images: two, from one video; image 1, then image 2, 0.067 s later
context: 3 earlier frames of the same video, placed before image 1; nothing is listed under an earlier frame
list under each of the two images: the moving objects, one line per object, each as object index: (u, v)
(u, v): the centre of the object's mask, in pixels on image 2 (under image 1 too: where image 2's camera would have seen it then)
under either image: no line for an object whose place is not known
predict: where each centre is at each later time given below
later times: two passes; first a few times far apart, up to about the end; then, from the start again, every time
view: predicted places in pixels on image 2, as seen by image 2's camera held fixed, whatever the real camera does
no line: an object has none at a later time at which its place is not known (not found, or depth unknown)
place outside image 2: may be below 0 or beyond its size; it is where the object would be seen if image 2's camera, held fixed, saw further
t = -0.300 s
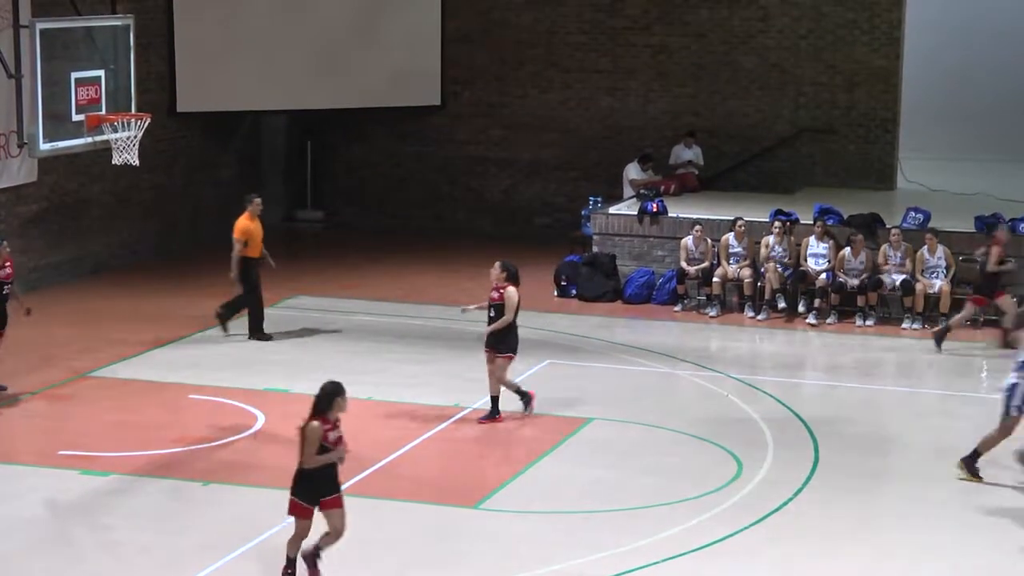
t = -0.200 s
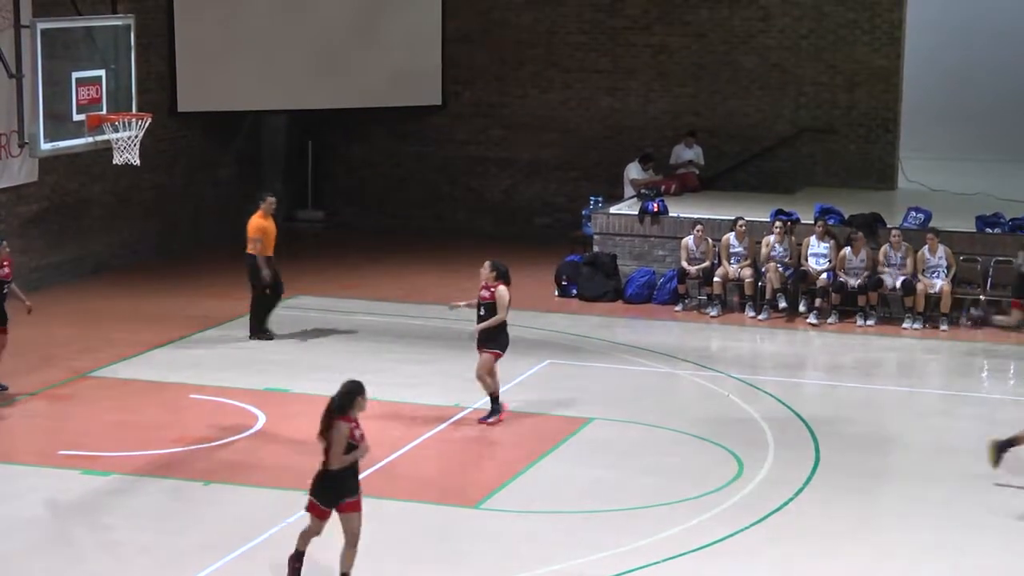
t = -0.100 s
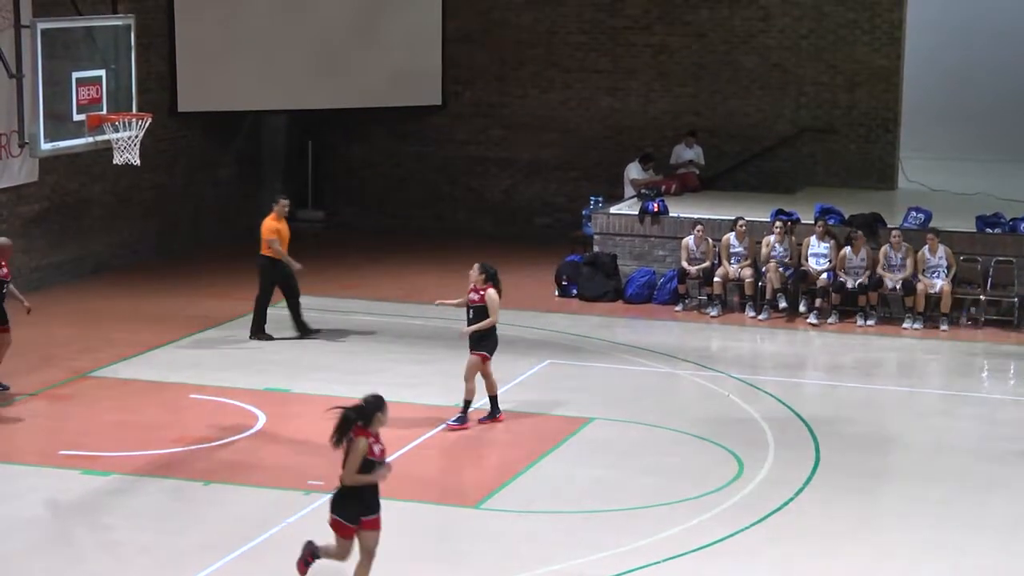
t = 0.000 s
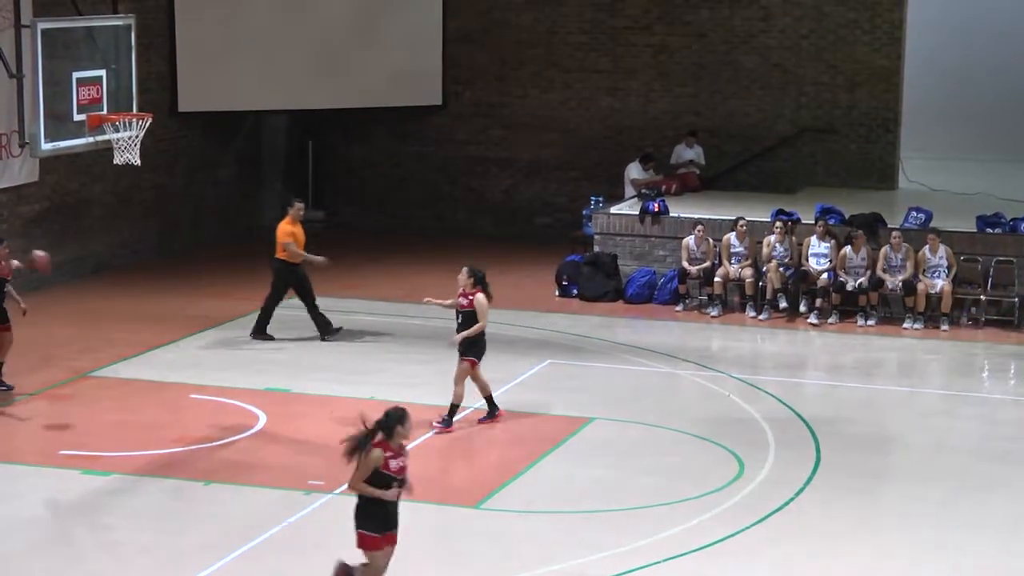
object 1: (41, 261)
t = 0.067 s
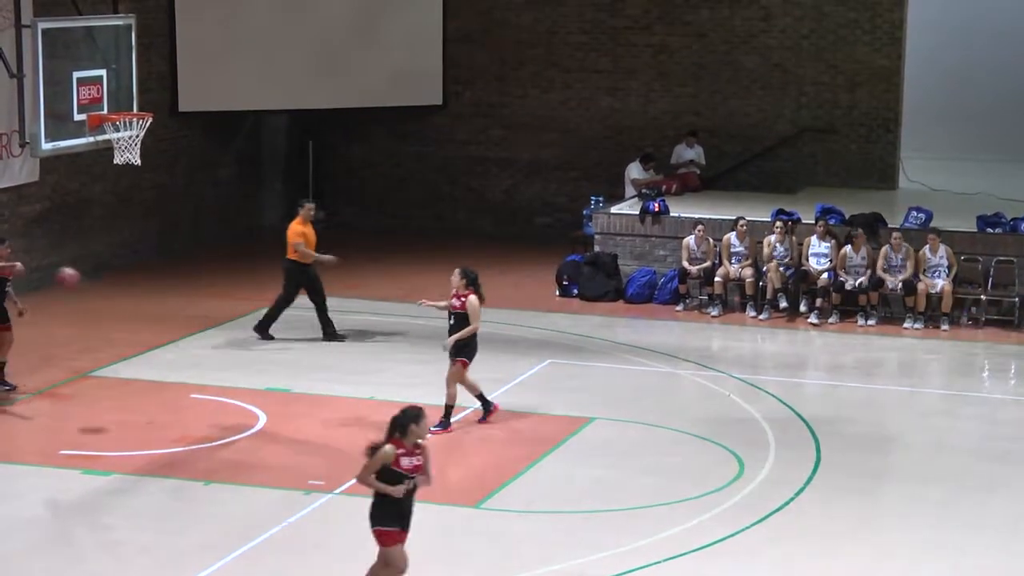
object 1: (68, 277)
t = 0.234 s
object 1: (142, 346)
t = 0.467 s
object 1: (228, 397)
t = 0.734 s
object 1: (289, 345)
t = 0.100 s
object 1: (81, 288)
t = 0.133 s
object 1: (97, 301)
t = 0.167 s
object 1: (112, 314)
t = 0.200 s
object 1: (127, 329)
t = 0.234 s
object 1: (142, 346)
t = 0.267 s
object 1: (157, 361)
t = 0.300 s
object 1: (172, 379)
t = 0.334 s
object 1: (187, 397)
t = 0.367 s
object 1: (202, 418)
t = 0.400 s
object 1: (213, 420)
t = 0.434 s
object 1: (220, 409)
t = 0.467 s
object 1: (228, 397)
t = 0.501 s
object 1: (235, 387)
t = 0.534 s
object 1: (242, 378)
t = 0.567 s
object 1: (250, 370)
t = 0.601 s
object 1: (257, 363)
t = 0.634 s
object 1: (265, 357)
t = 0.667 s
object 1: (273, 352)
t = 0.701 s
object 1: (281, 348)
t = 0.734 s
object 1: (289, 345)
